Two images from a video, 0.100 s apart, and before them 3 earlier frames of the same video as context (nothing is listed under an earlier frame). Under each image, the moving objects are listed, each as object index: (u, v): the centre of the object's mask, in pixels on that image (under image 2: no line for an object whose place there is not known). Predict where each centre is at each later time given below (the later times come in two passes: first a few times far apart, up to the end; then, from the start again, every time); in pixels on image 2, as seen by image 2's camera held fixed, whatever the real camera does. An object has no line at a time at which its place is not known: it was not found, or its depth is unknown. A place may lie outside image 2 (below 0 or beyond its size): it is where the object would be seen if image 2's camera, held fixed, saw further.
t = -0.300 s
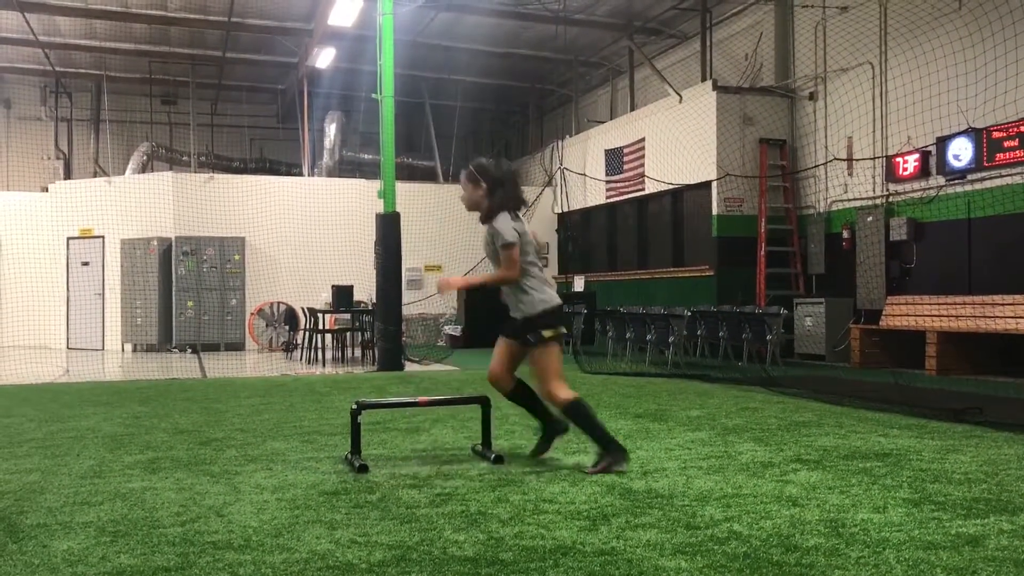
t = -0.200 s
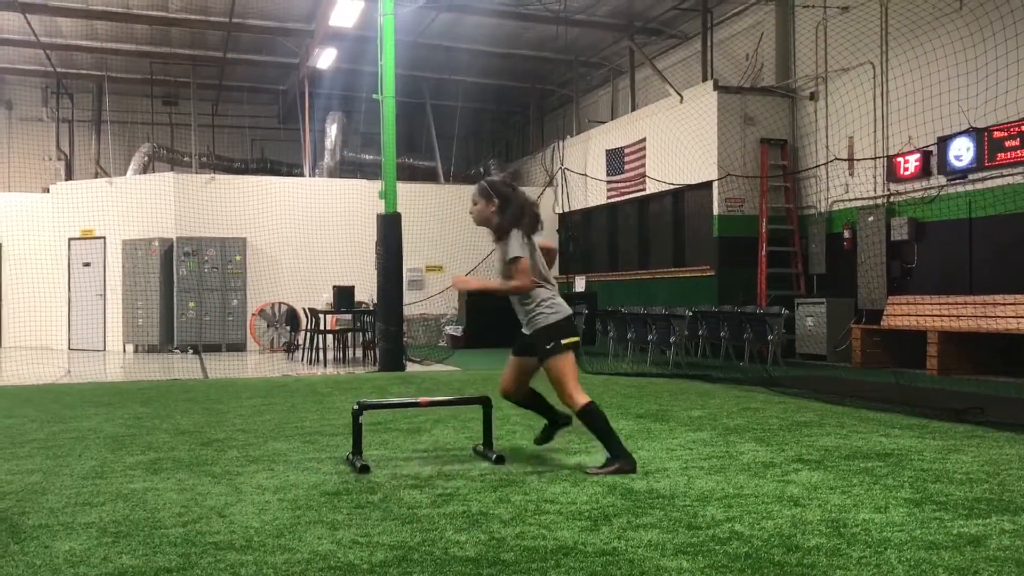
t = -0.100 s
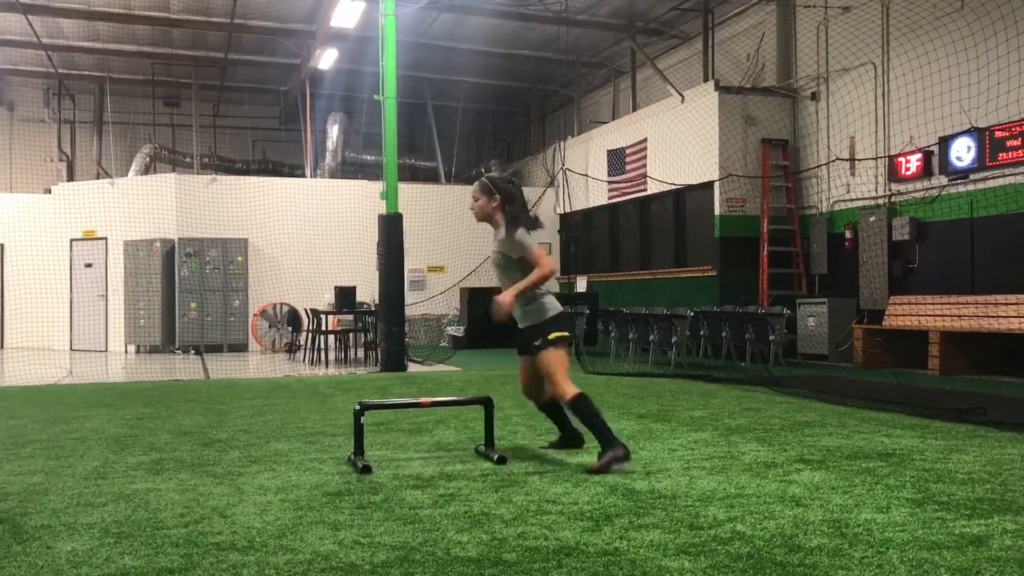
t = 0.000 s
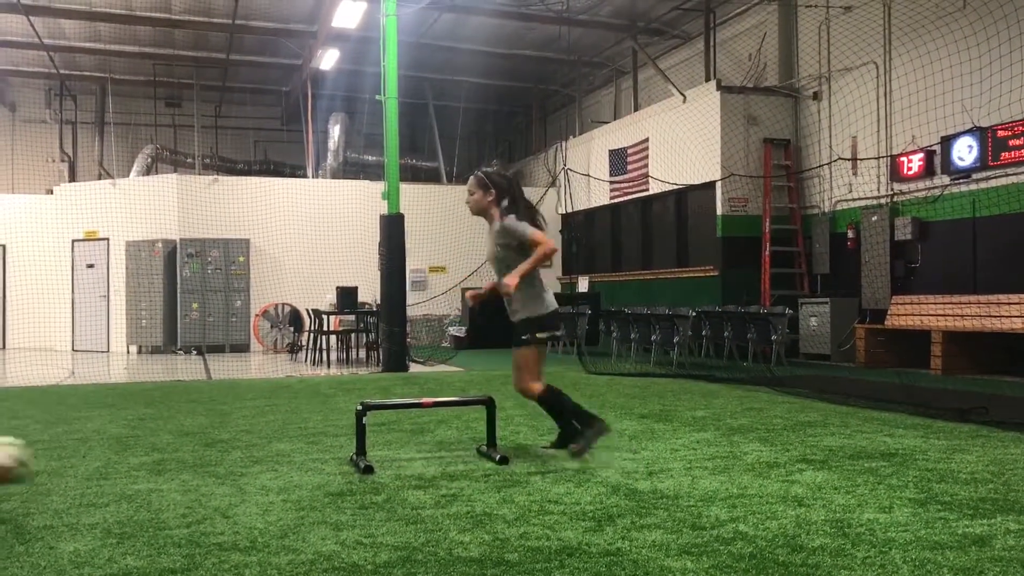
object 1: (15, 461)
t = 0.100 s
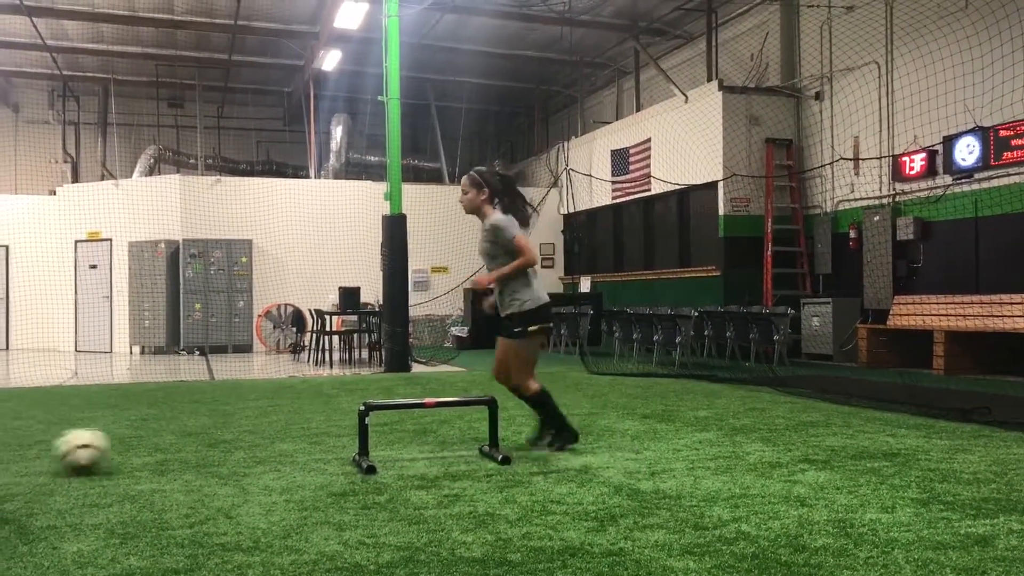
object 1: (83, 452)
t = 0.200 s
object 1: (153, 448)
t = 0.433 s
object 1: (299, 435)
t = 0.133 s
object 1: (106, 451)
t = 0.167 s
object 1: (131, 450)
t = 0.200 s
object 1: (153, 448)
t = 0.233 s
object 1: (176, 445)
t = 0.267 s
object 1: (199, 443)
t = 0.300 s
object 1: (218, 443)
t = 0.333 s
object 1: (242, 442)
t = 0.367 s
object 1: (260, 439)
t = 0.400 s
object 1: (280, 437)
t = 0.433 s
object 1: (299, 435)
